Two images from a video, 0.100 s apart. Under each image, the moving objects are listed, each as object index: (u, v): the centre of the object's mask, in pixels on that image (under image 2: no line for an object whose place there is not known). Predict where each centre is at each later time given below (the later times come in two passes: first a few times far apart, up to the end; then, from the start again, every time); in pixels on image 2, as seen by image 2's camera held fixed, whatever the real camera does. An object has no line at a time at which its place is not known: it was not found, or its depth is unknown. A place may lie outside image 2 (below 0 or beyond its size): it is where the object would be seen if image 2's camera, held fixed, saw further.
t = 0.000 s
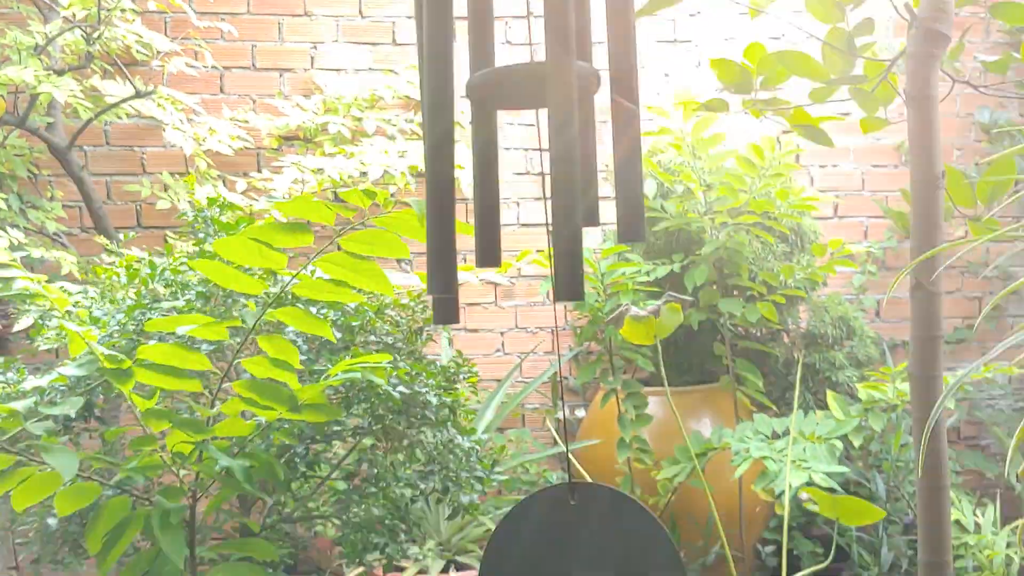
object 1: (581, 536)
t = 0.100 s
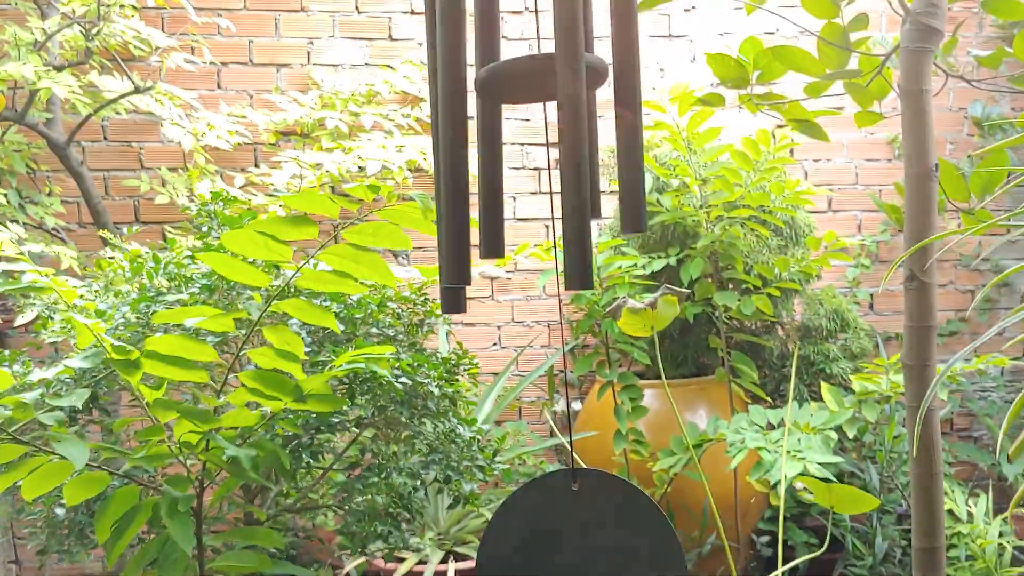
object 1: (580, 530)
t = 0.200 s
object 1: (569, 536)
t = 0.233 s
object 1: (566, 534)
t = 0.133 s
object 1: (578, 532)
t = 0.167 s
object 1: (574, 534)
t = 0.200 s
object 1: (569, 536)
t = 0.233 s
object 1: (566, 534)
